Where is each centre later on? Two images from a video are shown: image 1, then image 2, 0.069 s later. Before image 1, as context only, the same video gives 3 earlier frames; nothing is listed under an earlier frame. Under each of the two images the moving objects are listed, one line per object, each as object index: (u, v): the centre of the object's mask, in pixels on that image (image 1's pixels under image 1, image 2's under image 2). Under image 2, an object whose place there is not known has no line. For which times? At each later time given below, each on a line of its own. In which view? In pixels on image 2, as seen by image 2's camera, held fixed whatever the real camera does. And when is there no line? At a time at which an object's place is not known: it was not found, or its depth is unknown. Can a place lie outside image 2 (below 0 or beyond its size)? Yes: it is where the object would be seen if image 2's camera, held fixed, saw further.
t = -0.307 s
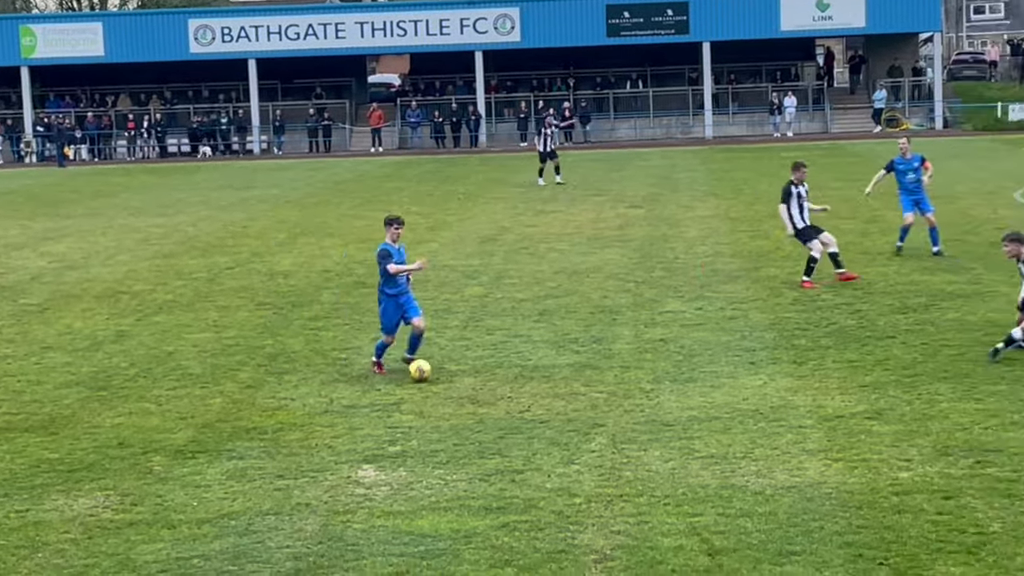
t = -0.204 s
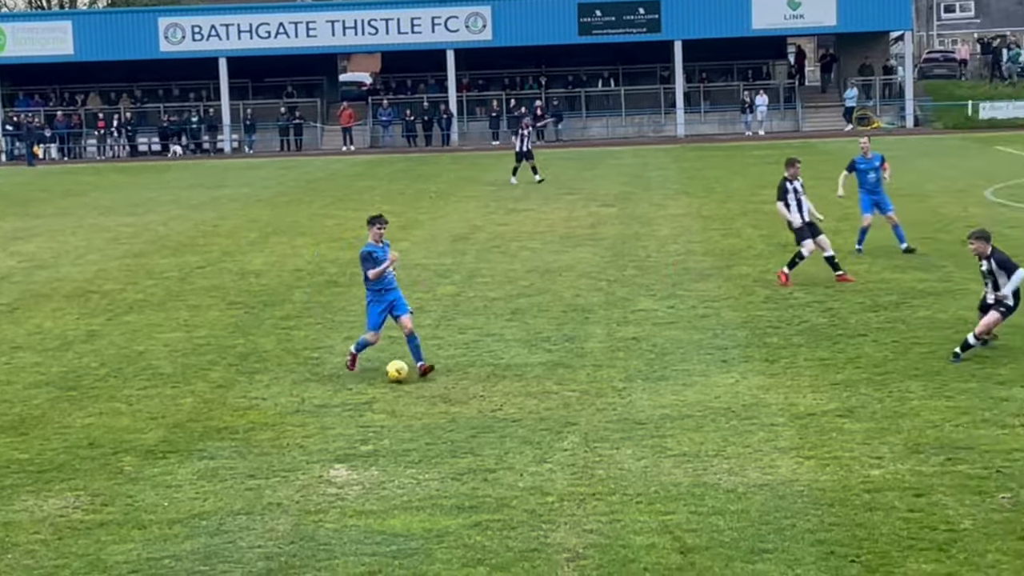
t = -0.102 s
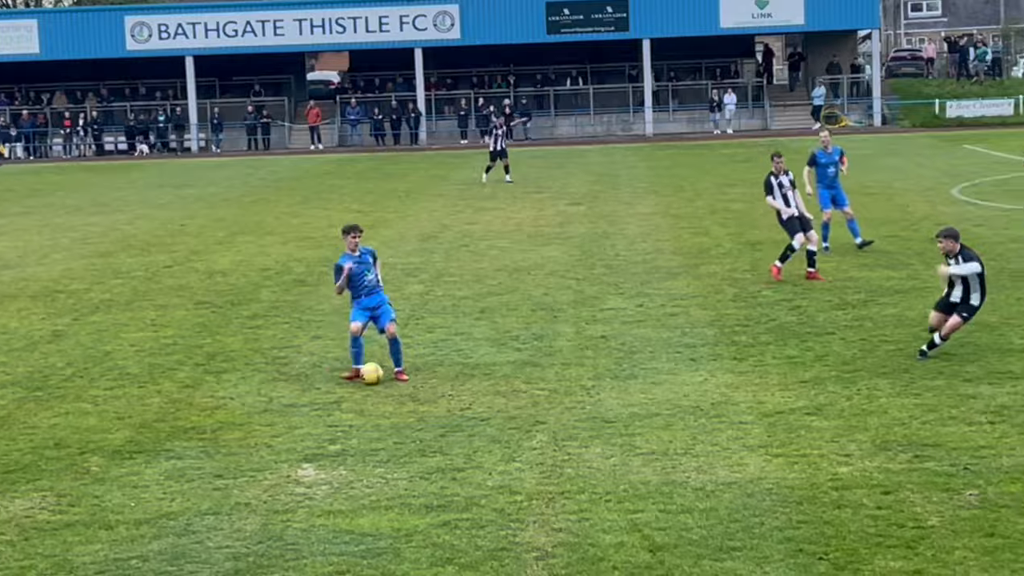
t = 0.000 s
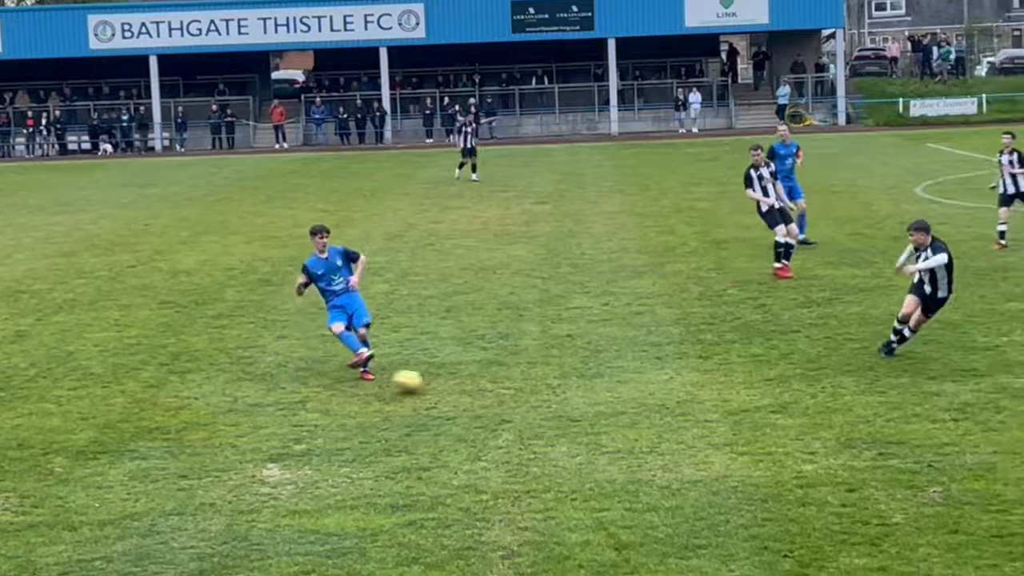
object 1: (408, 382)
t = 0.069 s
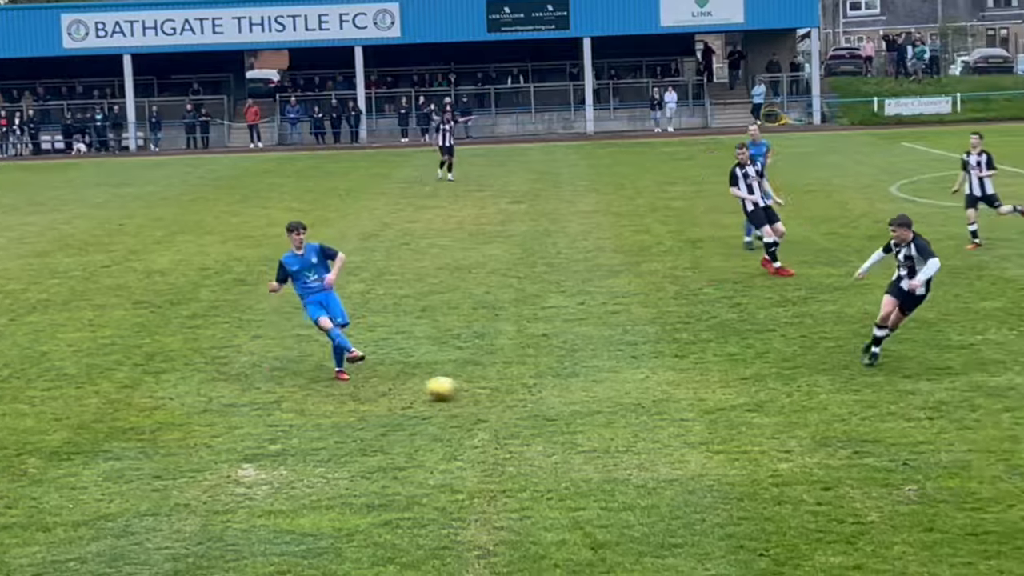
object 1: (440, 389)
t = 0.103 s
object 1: (471, 392)
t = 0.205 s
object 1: (563, 402)
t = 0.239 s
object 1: (594, 408)
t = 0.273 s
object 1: (626, 414)
